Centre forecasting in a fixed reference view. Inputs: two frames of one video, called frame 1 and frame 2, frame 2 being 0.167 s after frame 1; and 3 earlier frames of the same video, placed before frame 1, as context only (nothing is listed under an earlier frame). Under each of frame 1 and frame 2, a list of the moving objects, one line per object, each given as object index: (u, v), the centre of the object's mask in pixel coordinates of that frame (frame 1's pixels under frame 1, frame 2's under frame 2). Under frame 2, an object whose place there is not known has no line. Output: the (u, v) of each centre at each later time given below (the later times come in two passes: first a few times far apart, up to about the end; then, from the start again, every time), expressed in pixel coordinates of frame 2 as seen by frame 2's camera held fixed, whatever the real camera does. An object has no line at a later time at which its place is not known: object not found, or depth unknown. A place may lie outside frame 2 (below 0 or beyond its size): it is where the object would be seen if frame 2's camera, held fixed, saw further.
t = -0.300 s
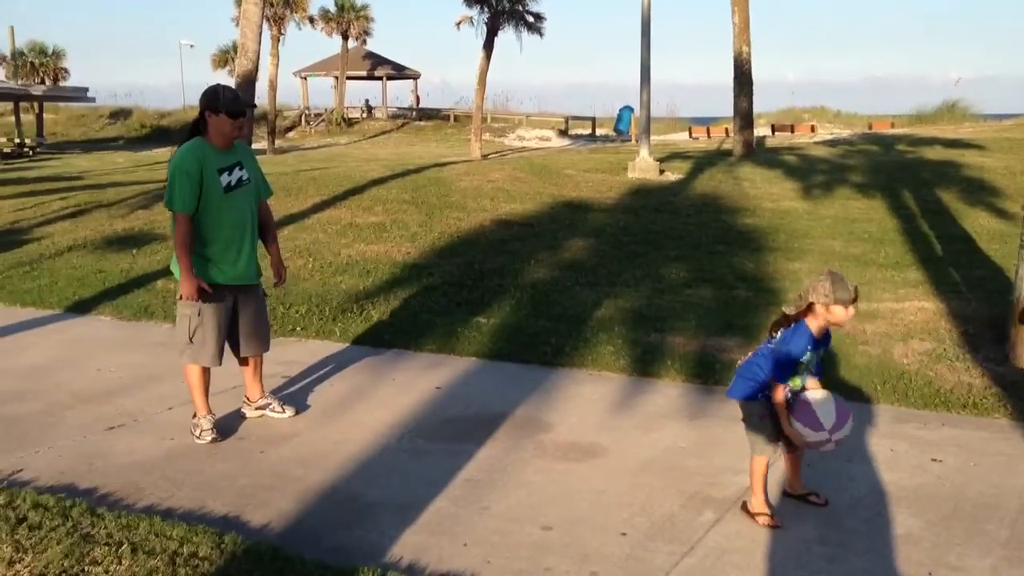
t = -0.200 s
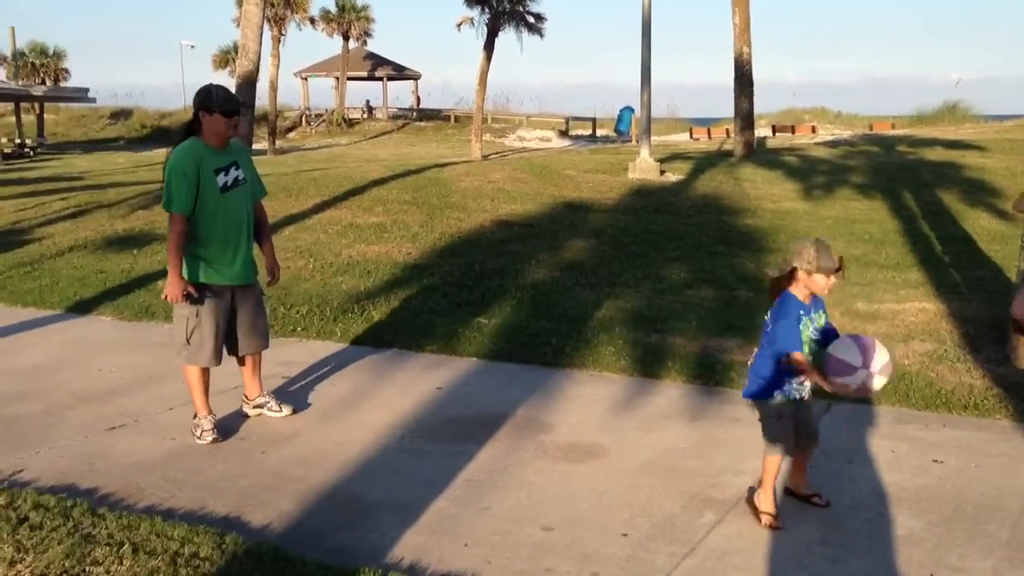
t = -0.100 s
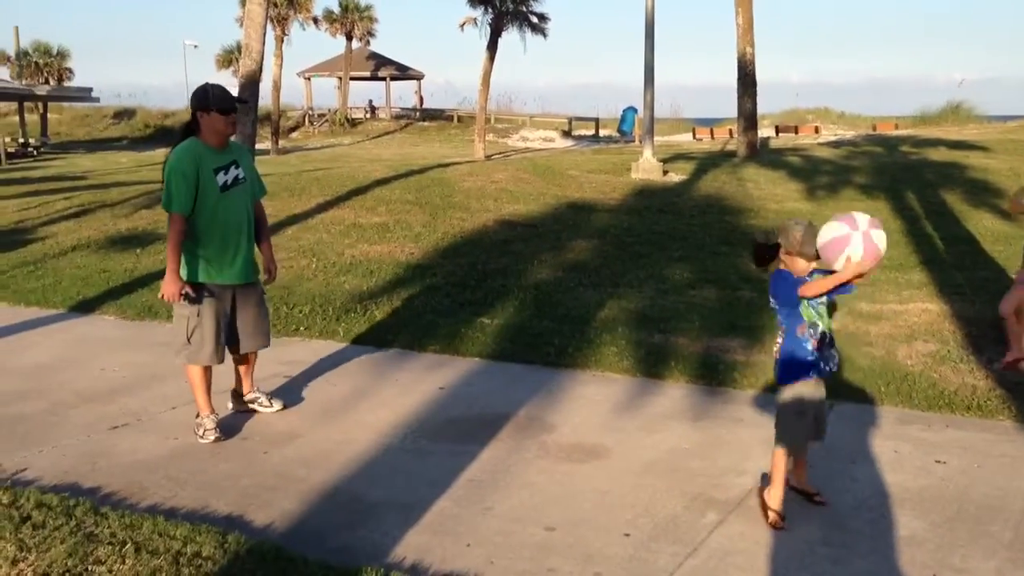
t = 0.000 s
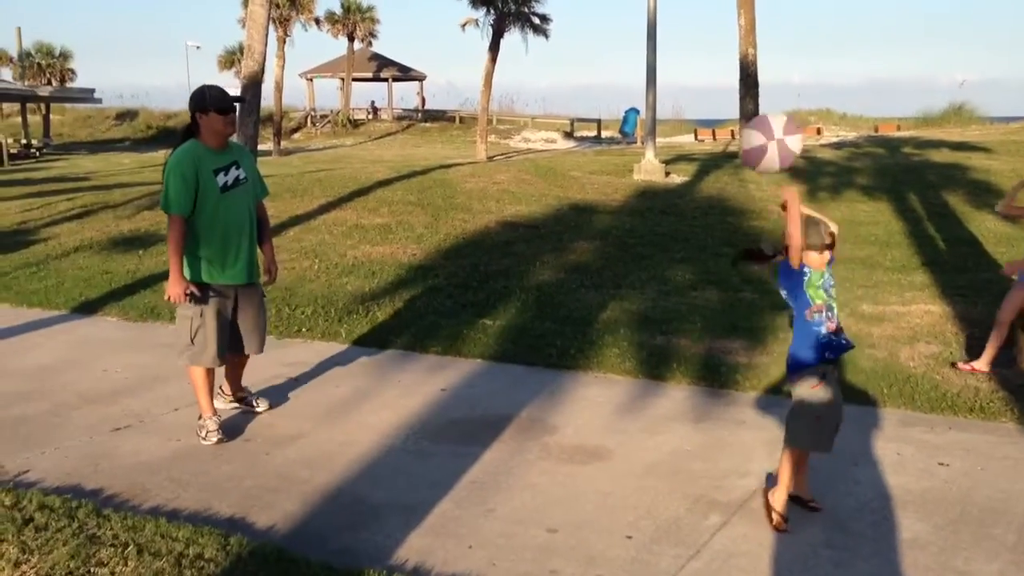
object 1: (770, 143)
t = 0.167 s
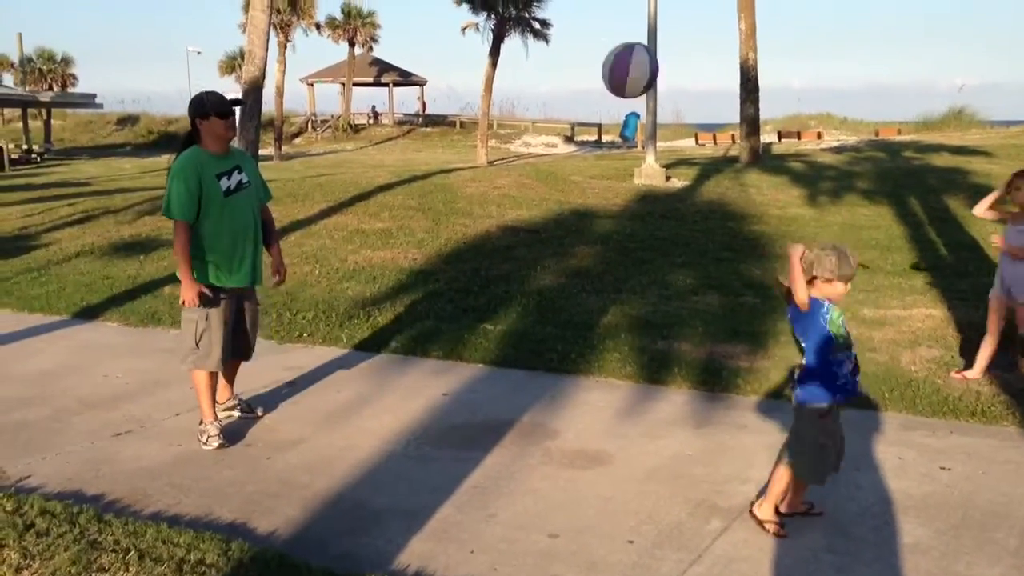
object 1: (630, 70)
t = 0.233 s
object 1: (582, 61)
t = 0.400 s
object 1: (478, 85)
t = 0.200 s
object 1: (605, 64)
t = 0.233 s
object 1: (582, 61)
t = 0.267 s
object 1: (559, 61)
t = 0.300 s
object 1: (537, 63)
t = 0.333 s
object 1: (517, 68)
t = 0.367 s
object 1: (496, 75)
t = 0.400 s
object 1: (478, 85)
